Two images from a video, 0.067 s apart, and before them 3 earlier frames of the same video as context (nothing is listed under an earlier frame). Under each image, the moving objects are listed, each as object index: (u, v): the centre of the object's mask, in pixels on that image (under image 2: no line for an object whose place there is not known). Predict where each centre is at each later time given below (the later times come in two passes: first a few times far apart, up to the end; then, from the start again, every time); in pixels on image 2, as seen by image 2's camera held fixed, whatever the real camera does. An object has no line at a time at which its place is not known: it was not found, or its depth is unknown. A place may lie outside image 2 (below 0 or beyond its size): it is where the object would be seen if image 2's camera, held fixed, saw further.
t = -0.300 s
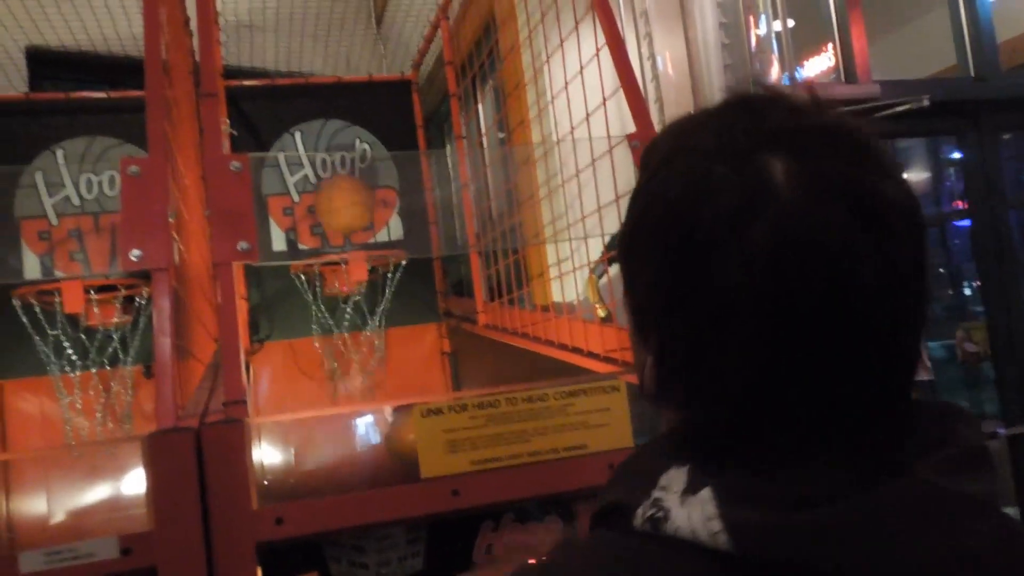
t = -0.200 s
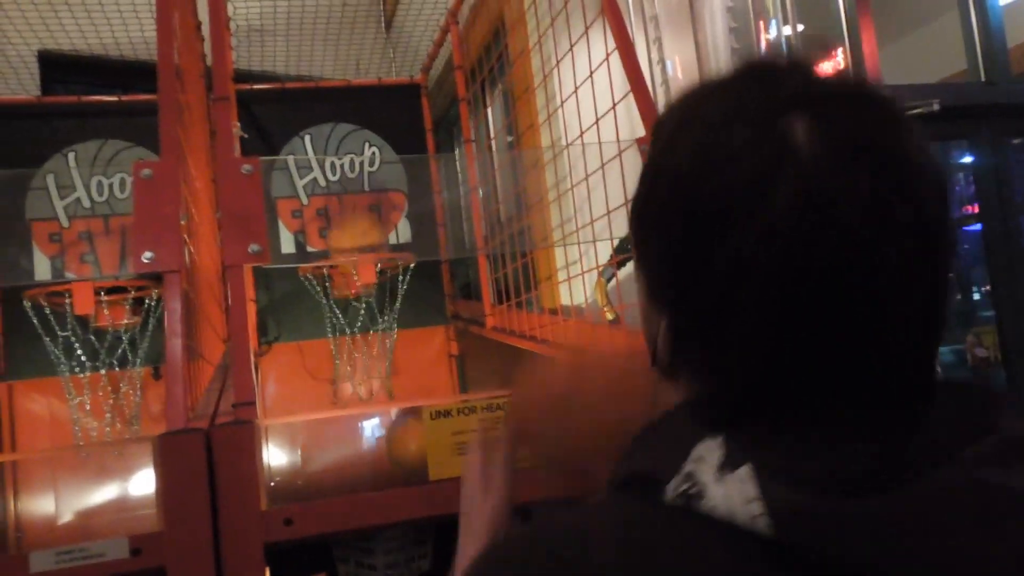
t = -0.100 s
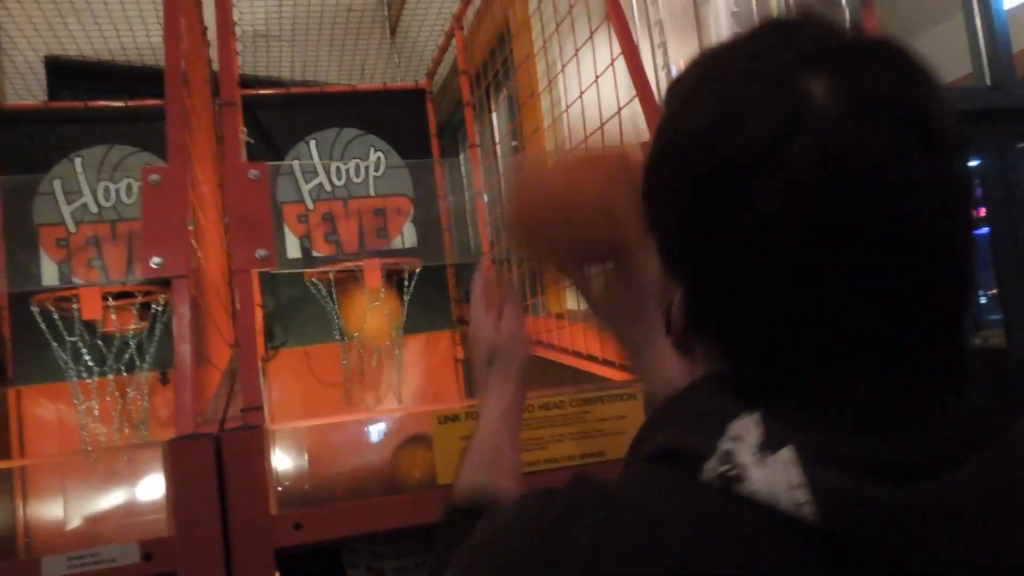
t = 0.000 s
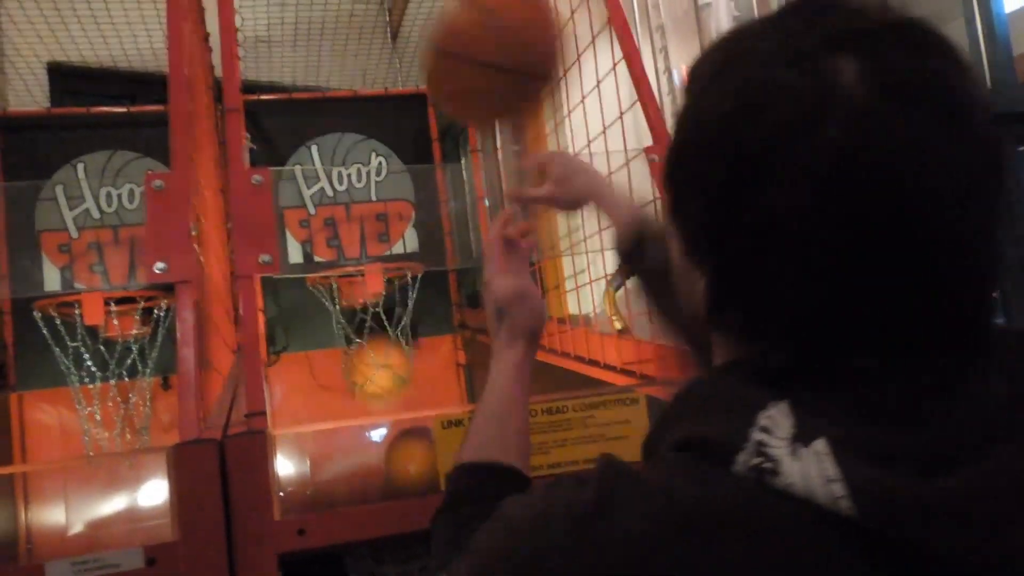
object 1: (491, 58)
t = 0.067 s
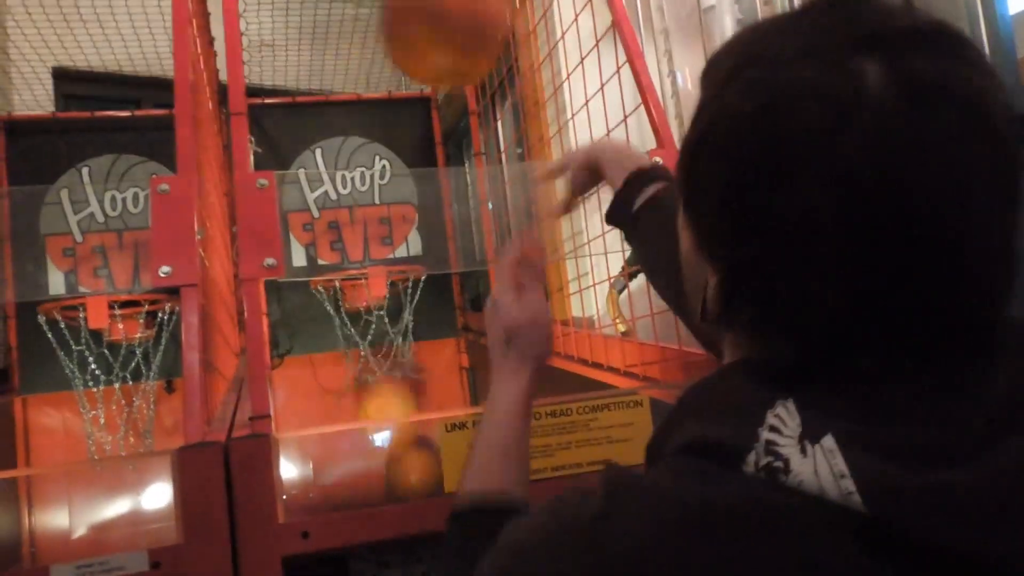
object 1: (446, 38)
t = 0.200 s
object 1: (375, 36)
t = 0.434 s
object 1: (319, 168)
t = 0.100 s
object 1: (421, 33)
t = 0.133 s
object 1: (402, 31)
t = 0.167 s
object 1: (388, 31)
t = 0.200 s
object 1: (375, 36)
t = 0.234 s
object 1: (363, 44)
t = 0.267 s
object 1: (352, 60)
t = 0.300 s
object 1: (343, 79)
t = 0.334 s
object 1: (335, 100)
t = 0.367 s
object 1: (328, 120)
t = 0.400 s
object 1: (323, 141)
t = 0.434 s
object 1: (319, 168)
